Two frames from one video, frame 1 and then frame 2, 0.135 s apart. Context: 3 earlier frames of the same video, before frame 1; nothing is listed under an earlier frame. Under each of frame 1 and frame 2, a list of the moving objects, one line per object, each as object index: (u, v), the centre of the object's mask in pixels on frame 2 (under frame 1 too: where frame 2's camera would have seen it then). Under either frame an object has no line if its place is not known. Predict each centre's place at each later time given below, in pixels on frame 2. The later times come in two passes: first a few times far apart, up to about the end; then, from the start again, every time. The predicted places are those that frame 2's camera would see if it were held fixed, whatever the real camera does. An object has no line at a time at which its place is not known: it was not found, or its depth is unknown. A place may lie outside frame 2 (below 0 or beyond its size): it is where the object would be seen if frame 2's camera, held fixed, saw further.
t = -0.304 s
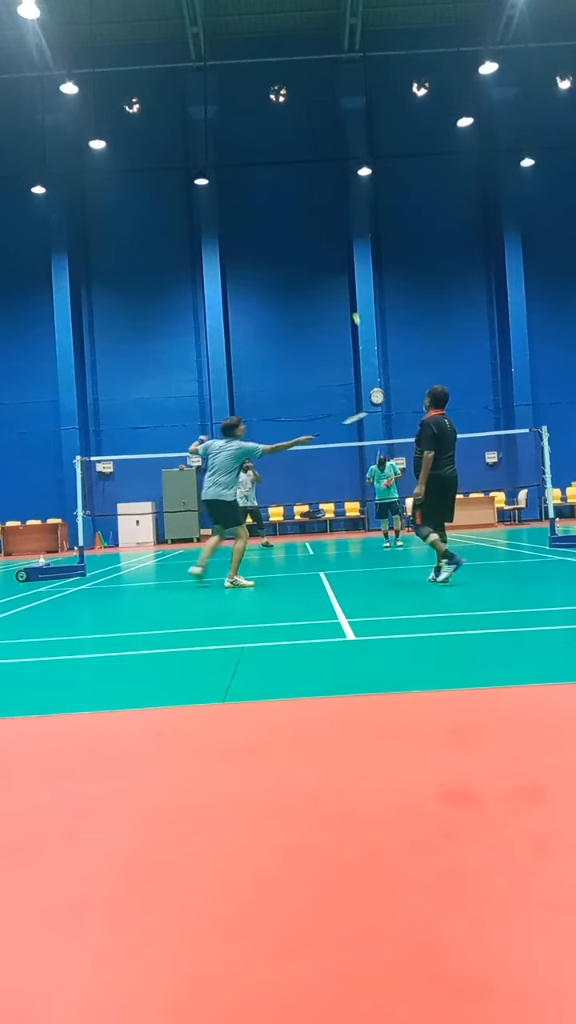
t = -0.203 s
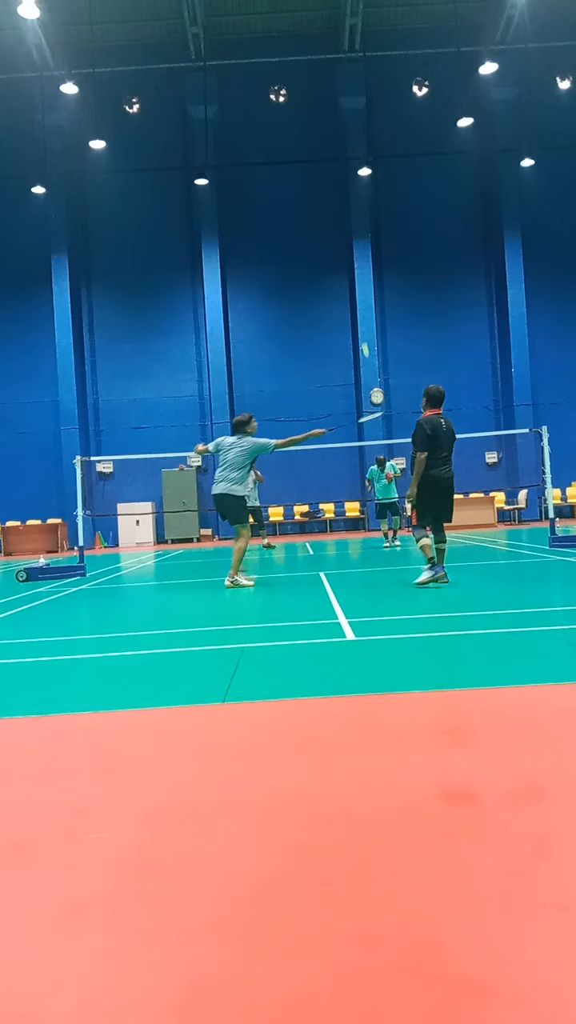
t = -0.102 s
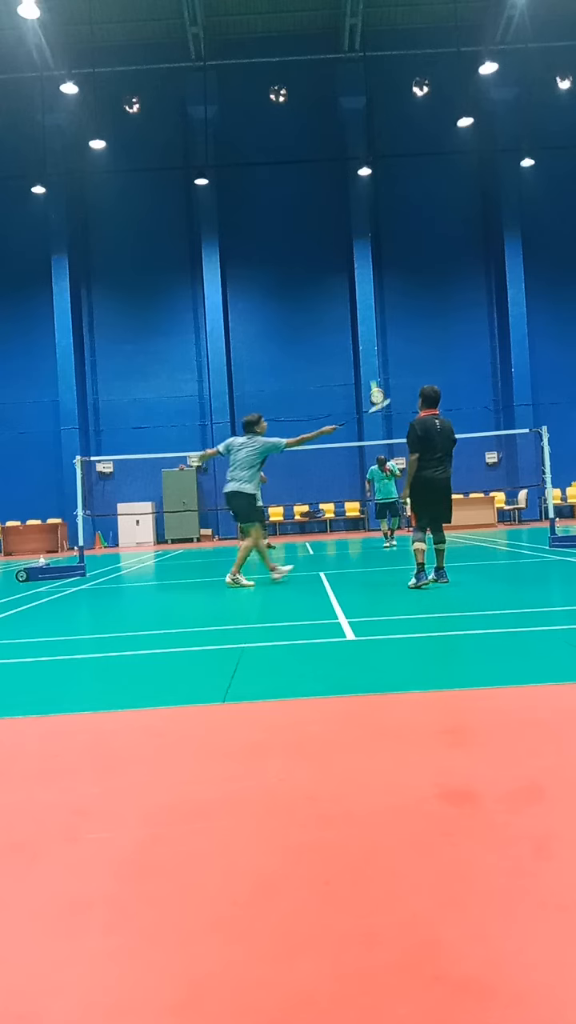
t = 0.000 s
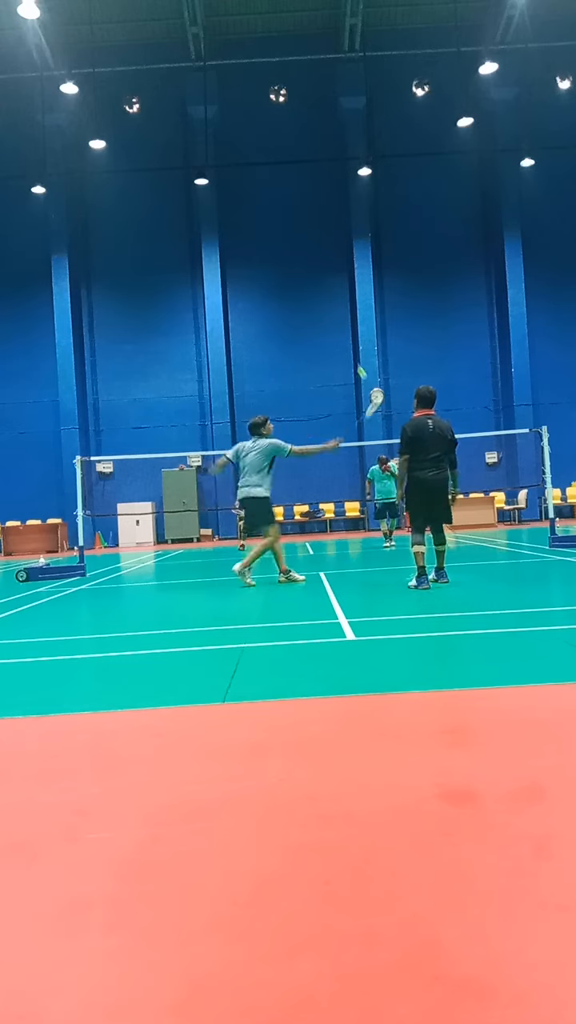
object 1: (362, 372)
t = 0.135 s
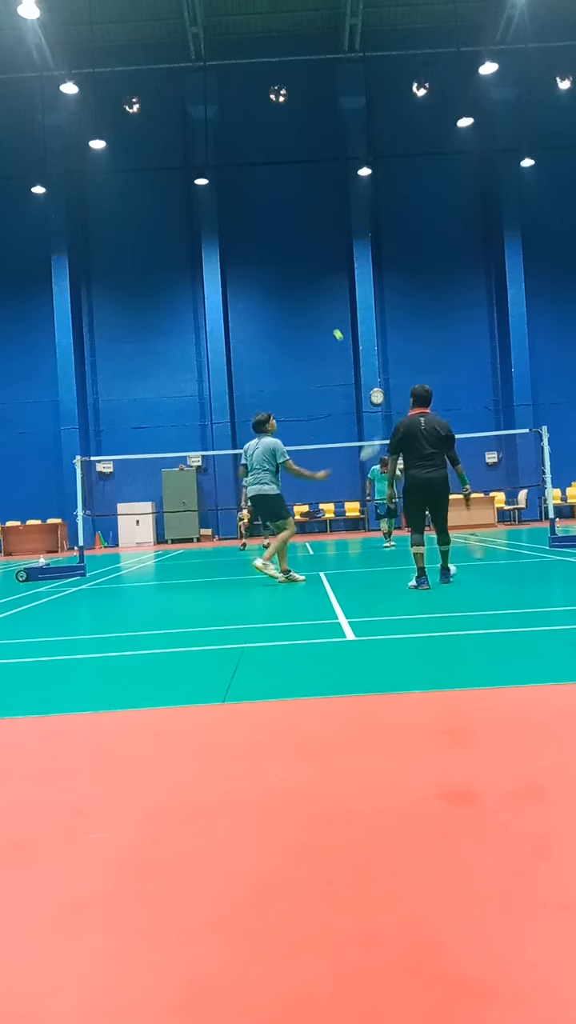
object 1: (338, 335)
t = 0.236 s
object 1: (324, 323)
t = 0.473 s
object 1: (297, 337)
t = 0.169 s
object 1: (333, 329)
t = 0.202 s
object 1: (328, 325)
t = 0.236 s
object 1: (324, 323)
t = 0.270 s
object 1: (320, 322)
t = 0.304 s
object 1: (316, 322)
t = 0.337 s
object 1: (311, 323)
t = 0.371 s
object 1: (308, 325)
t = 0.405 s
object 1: (304, 327)
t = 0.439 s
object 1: (300, 332)
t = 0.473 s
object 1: (297, 337)
